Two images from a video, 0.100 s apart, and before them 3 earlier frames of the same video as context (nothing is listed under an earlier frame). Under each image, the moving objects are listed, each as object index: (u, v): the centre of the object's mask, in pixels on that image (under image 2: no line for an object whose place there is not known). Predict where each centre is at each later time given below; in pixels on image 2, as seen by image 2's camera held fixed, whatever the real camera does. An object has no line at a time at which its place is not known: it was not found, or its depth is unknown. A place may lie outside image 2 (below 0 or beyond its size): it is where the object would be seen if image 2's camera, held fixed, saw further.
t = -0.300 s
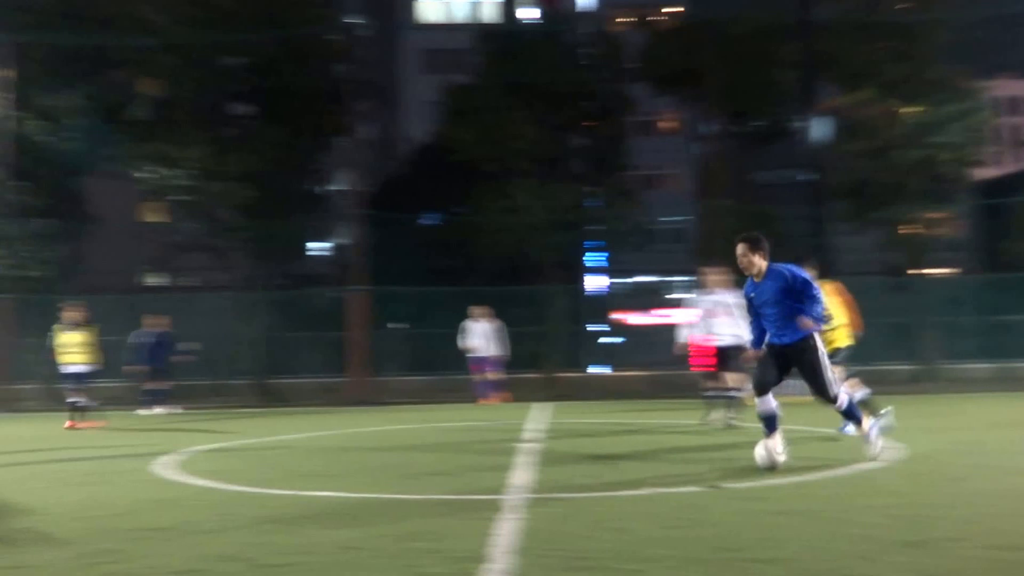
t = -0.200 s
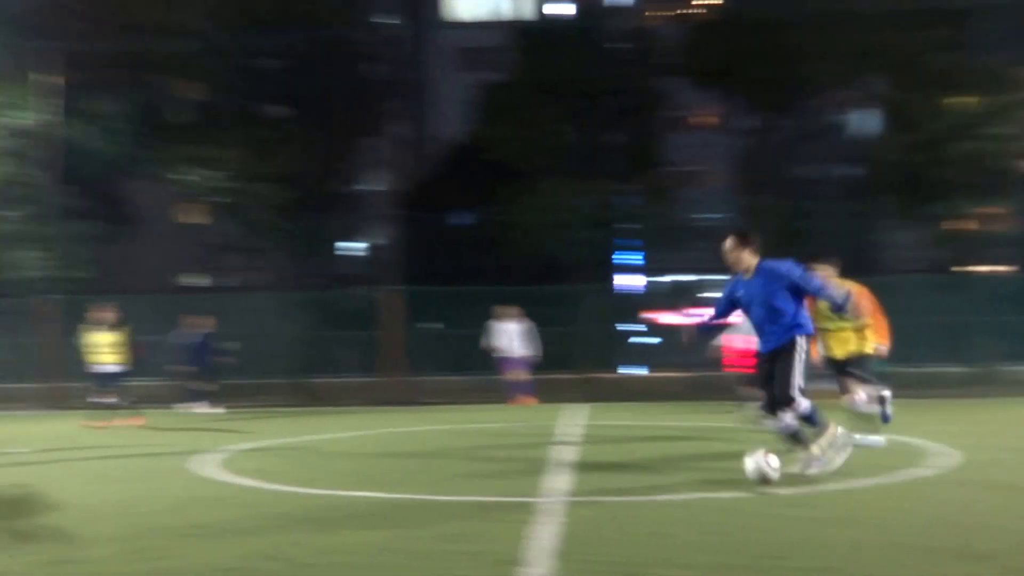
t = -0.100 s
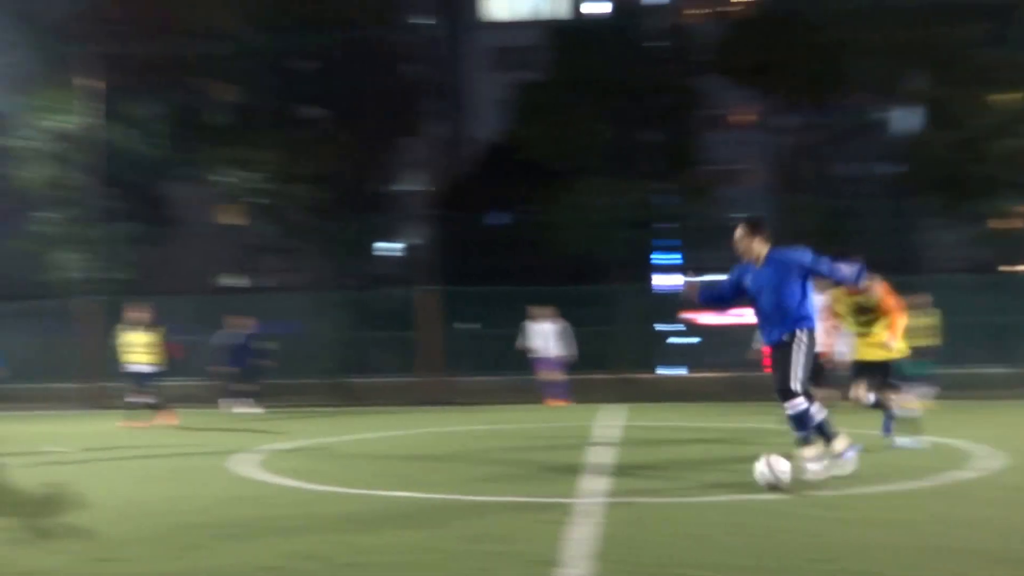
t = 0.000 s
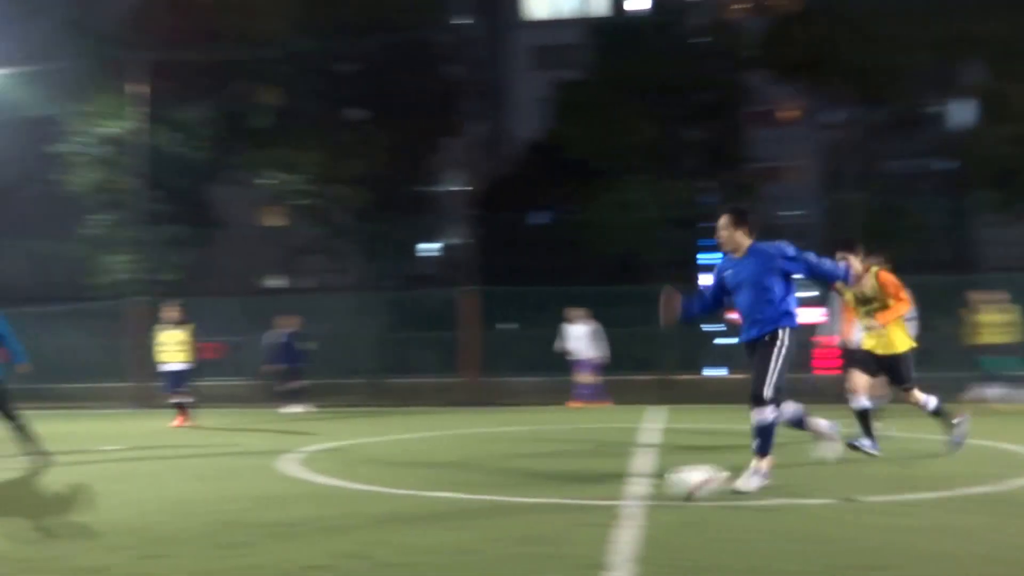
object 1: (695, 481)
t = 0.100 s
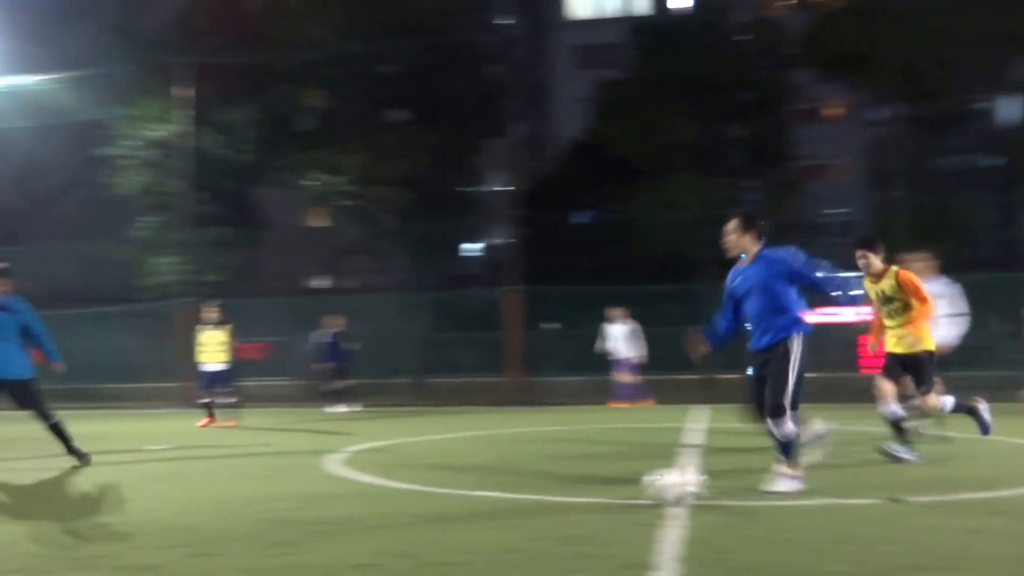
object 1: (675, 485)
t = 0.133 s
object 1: (606, 489)
